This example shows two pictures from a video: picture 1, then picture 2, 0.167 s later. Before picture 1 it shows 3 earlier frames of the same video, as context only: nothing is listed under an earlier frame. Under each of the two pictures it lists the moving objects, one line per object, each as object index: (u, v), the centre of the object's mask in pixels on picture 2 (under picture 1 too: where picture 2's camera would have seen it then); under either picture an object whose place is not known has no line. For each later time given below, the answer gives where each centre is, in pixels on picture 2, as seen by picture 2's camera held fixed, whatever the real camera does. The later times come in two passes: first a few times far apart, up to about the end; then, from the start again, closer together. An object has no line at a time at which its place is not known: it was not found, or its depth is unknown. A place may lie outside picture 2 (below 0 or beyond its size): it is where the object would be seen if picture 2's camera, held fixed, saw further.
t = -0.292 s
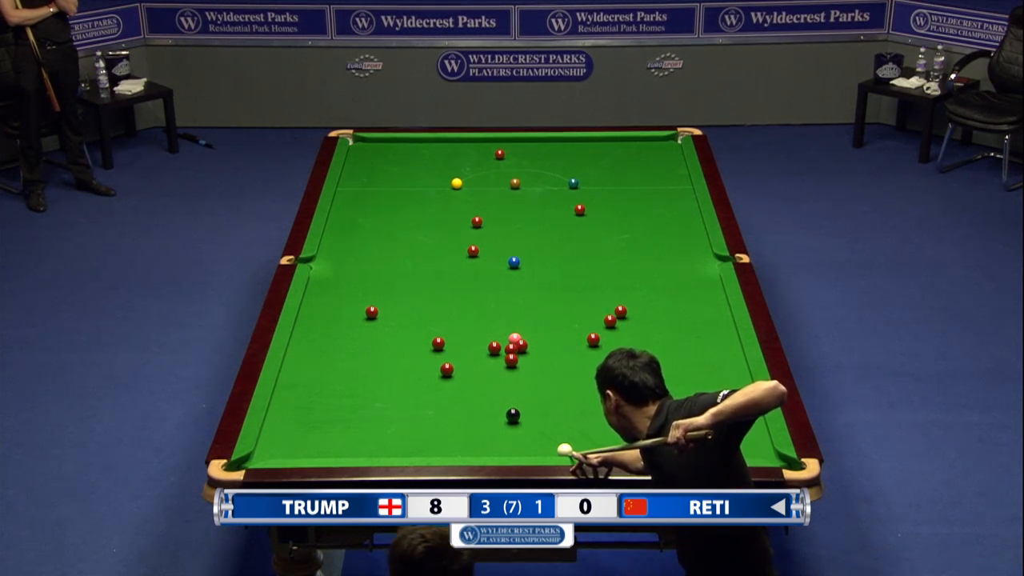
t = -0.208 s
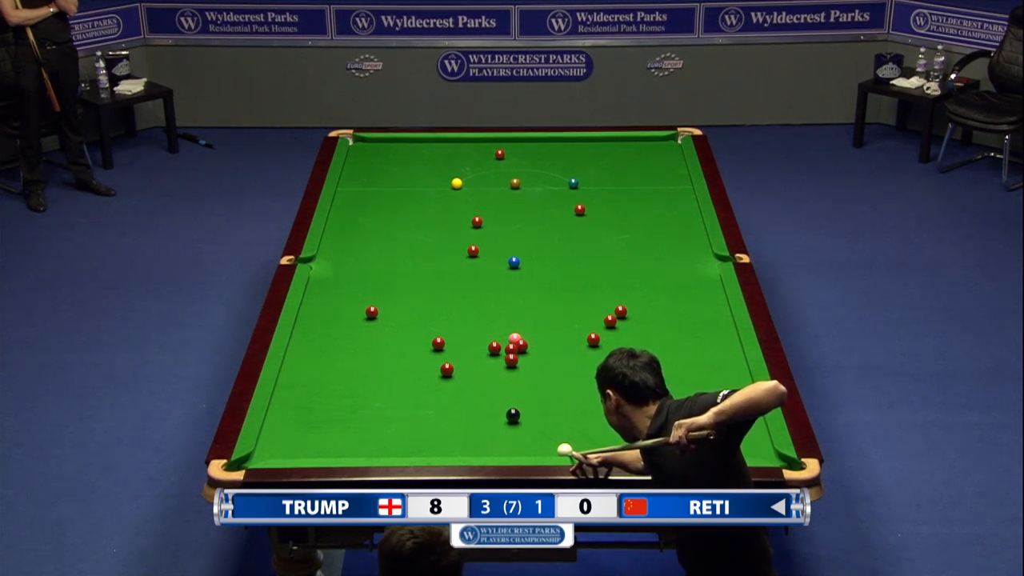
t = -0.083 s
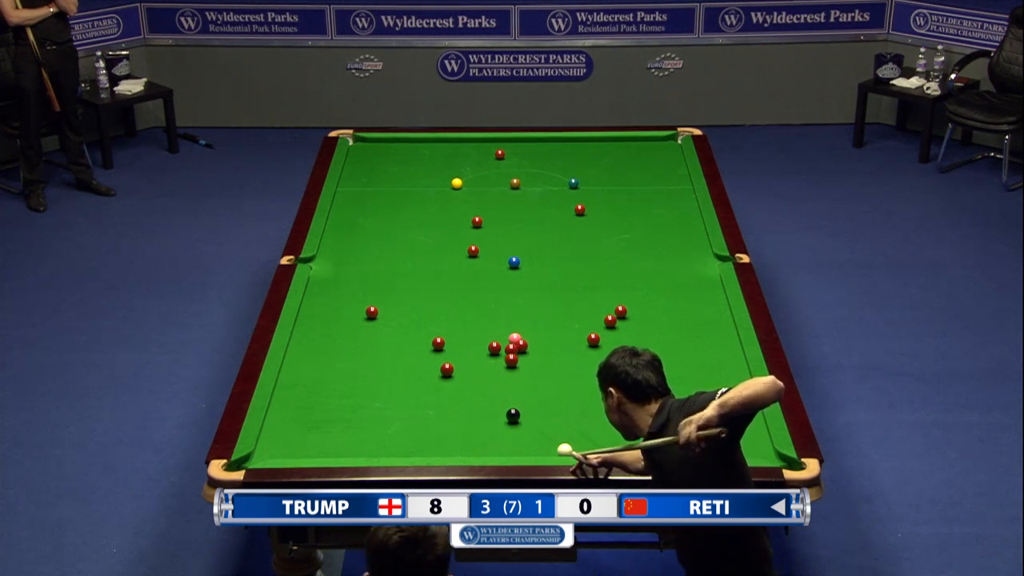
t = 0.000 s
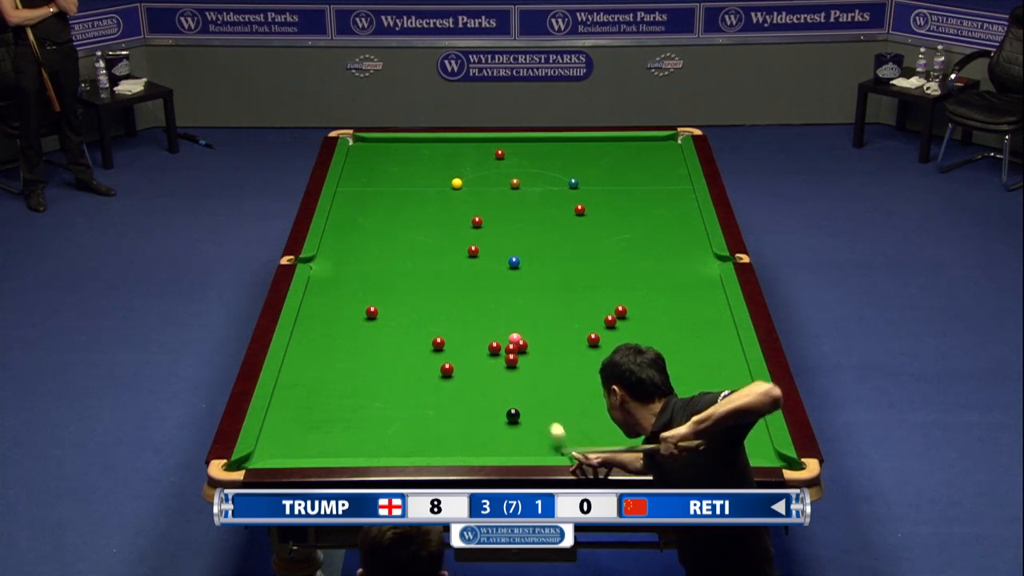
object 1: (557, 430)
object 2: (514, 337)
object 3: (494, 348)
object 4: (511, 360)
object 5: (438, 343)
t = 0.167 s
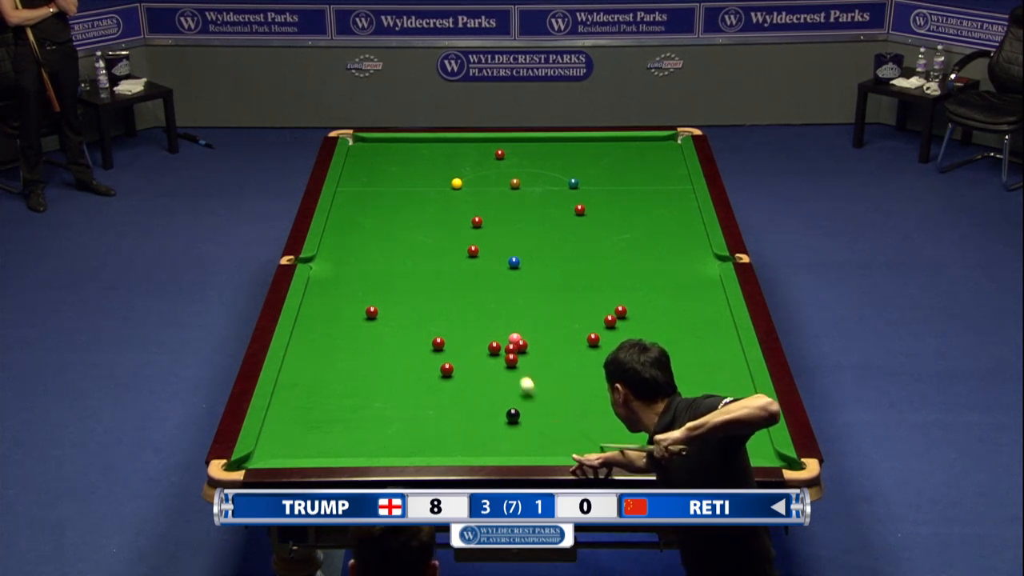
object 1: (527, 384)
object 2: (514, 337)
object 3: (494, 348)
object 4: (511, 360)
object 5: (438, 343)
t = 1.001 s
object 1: (488, 385)
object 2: (550, 316)
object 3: (434, 350)
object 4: (450, 344)
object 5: (411, 339)
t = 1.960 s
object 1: (466, 411)
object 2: (588, 291)
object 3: (406, 357)
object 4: (389, 332)
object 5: (361, 330)
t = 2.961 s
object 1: (448, 430)
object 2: (601, 277)
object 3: (392, 360)
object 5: (327, 325)
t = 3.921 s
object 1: (438, 440)
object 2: (571, 280)
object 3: (392, 360)
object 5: (308, 323)
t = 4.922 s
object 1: (436, 442)
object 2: (555, 281)
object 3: (392, 360)
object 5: (305, 322)
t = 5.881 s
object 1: (436, 442)
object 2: (553, 282)
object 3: (392, 360)
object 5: (305, 322)
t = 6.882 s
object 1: (436, 442)
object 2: (553, 282)
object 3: (392, 360)
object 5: (306, 322)
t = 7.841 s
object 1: (436, 442)
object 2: (553, 282)
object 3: (392, 360)
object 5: (305, 322)
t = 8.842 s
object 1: (436, 443)
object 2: (553, 282)
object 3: (392, 360)
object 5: (305, 322)
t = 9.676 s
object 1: (436, 443)
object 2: (553, 282)
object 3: (392, 360)
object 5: (305, 322)
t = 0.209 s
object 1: (520, 374)
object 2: (514, 337)
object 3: (494, 348)
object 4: (511, 360)
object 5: (438, 343)
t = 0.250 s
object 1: (514, 366)
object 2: (514, 337)
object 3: (494, 348)
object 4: (510, 357)
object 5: (438, 343)
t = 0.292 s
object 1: (511, 365)
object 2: (515, 338)
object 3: (494, 348)
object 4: (507, 354)
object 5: (438, 343)
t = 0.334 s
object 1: (509, 366)
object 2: (516, 338)
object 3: (487, 347)
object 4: (503, 354)
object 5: (438, 343)
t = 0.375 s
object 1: (507, 366)
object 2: (518, 337)
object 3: (480, 347)
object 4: (499, 354)
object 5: (438, 343)
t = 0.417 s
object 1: (505, 367)
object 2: (520, 335)
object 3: (474, 347)
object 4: (496, 354)
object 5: (438, 343)
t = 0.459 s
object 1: (504, 368)
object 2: (523, 334)
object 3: (469, 347)
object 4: (492, 353)
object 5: (438, 343)
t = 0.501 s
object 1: (503, 369)
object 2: (525, 332)
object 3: (464, 346)
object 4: (489, 352)
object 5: (438, 343)
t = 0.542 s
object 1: (501, 371)
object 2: (527, 331)
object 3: (458, 346)
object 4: (486, 352)
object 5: (438, 343)
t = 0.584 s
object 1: (500, 372)
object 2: (530, 330)
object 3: (453, 346)
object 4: (482, 351)
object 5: (438, 343)
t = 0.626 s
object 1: (499, 373)
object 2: (532, 328)
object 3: (449, 346)
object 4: (479, 350)
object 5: (436, 343)
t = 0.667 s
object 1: (498, 375)
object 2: (534, 327)
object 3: (448, 347)
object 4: (475, 349)
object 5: (432, 342)
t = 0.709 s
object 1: (497, 376)
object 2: (536, 325)
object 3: (446, 347)
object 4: (472, 349)
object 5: (430, 342)
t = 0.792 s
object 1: (494, 379)
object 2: (540, 323)
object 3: (443, 348)
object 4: (466, 348)
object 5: (424, 341)
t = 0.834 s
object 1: (493, 380)
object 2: (542, 321)
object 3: (441, 348)
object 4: (462, 347)
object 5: (421, 340)
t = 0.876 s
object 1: (492, 381)
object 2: (544, 320)
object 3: (439, 349)
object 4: (459, 346)
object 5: (419, 340)
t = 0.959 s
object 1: (489, 384)
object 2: (548, 317)
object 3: (436, 349)
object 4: (453, 345)
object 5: (414, 339)
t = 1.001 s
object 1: (488, 385)
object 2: (550, 316)
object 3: (434, 350)
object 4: (450, 344)
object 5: (411, 339)
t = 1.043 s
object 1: (487, 386)
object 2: (552, 315)
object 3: (433, 350)
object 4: (447, 344)
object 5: (409, 338)
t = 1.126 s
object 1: (485, 388)
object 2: (556, 312)
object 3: (429, 351)
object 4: (441, 343)
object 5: (403, 337)
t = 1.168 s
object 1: (484, 390)
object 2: (557, 311)
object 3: (428, 351)
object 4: (438, 342)
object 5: (401, 337)
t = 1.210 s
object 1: (483, 391)
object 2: (559, 310)
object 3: (427, 352)
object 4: (436, 341)
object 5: (399, 336)
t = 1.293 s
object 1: (481, 394)
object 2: (563, 307)
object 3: (424, 352)
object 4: (430, 340)
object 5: (394, 336)
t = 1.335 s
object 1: (480, 395)
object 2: (565, 306)
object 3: (423, 353)
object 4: (427, 339)
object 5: (392, 335)
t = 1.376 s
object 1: (479, 396)
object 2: (566, 305)
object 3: (422, 353)
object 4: (424, 339)
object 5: (390, 335)
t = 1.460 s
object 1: (477, 398)
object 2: (570, 303)
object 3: (419, 354)
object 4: (419, 338)
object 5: (385, 334)
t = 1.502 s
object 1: (476, 399)
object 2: (571, 302)
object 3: (418, 354)
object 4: (416, 337)
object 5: (383, 334)
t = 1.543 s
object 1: (475, 400)
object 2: (573, 301)
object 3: (417, 354)
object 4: (414, 337)
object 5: (381, 333)
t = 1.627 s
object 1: (473, 402)
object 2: (576, 299)
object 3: (414, 355)
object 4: (409, 336)
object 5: (377, 333)
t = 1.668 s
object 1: (472, 403)
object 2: (578, 297)
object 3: (413, 355)
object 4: (406, 335)
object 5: (375, 332)
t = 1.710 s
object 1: (471, 404)
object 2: (579, 296)
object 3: (412, 356)
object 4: (404, 335)
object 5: (373, 332)
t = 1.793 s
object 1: (469, 407)
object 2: (582, 294)
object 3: (410, 356)
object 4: (399, 334)
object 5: (369, 331)
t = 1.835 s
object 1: (468, 408)
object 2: (584, 293)
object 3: (409, 356)
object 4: (396, 333)
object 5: (367, 331)
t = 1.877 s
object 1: (467, 409)
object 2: (585, 293)
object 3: (408, 357)
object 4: (394, 333)
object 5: (365, 331)
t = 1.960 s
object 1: (466, 411)
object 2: (588, 291)
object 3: (406, 357)
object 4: (389, 332)
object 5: (361, 330)
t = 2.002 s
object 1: (465, 411)
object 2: (589, 289)
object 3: (405, 357)
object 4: (387, 332)
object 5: (359, 330)
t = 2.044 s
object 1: (464, 412)
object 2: (591, 289)
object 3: (404, 357)
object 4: (385, 331)
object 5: (358, 330)
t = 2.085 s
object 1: (463, 414)
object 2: (592, 288)
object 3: (403, 358)
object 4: (383, 331)
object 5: (356, 329)
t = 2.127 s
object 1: (462, 414)
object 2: (594, 287)
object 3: (403, 358)
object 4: (381, 331)
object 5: (354, 329)
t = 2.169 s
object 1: (461, 415)
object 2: (595, 286)
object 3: (402, 358)
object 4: (378, 330)
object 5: (353, 329)
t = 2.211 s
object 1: (461, 416)
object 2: (596, 285)
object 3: (401, 358)
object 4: (376, 330)
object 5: (351, 329)
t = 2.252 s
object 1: (460, 417)
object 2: (597, 284)
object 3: (400, 358)
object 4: (374, 329)
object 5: (349, 328)
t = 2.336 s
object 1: (458, 419)
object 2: (600, 283)
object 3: (399, 359)
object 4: (370, 329)
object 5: (346, 328)
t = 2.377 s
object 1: (457, 420)
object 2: (601, 282)
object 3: (398, 359)
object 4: (368, 328)
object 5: (345, 328)
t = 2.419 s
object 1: (457, 420)
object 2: (602, 281)
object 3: (398, 359)
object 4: (366, 328)
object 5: (343, 327)
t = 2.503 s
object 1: (455, 422)
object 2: (605, 280)
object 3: (396, 359)
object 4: (363, 327)
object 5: (340, 327)
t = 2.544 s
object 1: (454, 423)
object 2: (606, 279)
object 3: (396, 359)
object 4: (361, 326)
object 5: (339, 327)
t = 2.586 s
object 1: (454, 424)
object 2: (607, 278)
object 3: (395, 360)
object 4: (359, 326)
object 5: (337, 327)
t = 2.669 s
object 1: (452, 425)
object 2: (609, 277)
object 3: (395, 360)
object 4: (355, 326)
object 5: (335, 326)
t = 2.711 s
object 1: (452, 426)
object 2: (610, 276)
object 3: (394, 360)
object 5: (334, 326)
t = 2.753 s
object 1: (451, 426)
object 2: (610, 275)
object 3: (394, 360)
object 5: (332, 326)
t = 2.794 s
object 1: (450, 427)
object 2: (608, 276)
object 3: (393, 360)
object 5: (331, 326)
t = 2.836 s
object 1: (450, 428)
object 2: (606, 276)
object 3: (393, 360)
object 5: (330, 326)
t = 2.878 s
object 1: (449, 428)
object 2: (604, 277)
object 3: (393, 360)
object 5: (329, 325)
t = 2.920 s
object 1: (449, 429)
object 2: (603, 277)
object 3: (393, 360)
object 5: (328, 325)
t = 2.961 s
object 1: (448, 430)
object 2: (601, 277)
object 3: (392, 360)
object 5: (327, 325)
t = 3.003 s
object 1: (447, 430)
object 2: (599, 277)
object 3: (392, 360)
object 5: (325, 325)
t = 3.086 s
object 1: (446, 431)
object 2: (596, 277)
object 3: (392, 360)
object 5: (323, 324)
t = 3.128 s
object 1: (446, 432)
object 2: (595, 277)
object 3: (392, 360)
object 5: (322, 324)
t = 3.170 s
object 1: (445, 432)
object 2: (593, 278)
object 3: (392, 360)
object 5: (322, 324)
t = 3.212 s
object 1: (445, 433)
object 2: (591, 278)
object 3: (392, 360)
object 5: (321, 324)
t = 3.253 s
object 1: (444, 434)
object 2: (590, 278)
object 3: (392, 360)
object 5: (320, 324)
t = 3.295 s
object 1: (444, 434)
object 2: (588, 278)
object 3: (392, 360)
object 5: (319, 324)
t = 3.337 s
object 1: (443, 435)
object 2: (587, 278)
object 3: (392, 360)
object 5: (318, 324)
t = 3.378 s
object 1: (443, 435)
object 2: (586, 278)
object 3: (392, 360)
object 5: (317, 324)
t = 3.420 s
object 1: (442, 435)
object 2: (584, 279)
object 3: (392, 360)
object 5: (317, 324)
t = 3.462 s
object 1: (442, 436)
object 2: (583, 279)
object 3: (392, 360)
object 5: (316, 324)
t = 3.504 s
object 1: (441, 437)
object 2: (582, 279)
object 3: (392, 360)
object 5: (315, 324)
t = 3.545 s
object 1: (441, 437)
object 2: (580, 279)
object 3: (392, 360)
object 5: (314, 324)
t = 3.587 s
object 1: (440, 437)
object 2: (580, 279)
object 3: (392, 360)
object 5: (313, 323)
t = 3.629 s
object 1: (440, 438)
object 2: (578, 279)
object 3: (392, 360)
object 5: (313, 323)
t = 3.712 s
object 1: (439, 439)
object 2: (576, 280)
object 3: (392, 360)
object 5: (311, 323)
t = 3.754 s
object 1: (439, 439)
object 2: (575, 280)
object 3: (392, 360)
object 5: (311, 323)
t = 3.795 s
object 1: (439, 439)
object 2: (574, 280)
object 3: (392, 360)
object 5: (310, 323)
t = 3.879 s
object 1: (438, 440)
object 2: (572, 280)
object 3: (392, 360)
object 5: (309, 323)
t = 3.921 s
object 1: (438, 440)
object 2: (571, 280)
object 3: (392, 360)
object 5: (308, 323)
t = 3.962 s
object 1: (438, 440)
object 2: (570, 280)
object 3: (392, 360)
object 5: (308, 323)
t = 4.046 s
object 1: (437, 441)
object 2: (568, 280)
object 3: (392, 360)
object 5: (307, 323)
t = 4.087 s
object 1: (437, 441)
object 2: (567, 280)
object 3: (392, 360)
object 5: (307, 323)
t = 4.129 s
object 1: (436, 441)
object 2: (566, 280)
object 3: (392, 360)
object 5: (306, 322)
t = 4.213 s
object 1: (436, 441)
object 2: (564, 280)
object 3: (392, 360)
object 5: (306, 322)
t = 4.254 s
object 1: (436, 442)
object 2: (563, 280)
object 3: (392, 360)
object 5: (306, 322)
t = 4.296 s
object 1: (436, 442)
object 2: (563, 280)
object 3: (392, 360)
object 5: (305, 322)
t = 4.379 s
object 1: (436, 442)
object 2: (562, 280)
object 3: (392, 360)
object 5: (305, 322)
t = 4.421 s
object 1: (436, 442)
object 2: (561, 280)
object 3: (392, 360)
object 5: (305, 322)
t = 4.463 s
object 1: (436, 442)
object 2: (560, 281)
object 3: (392, 360)
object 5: (305, 322)
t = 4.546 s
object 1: (436, 442)
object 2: (559, 281)
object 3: (392, 360)
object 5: (305, 322)
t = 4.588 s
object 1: (436, 442)
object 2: (558, 281)
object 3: (392, 360)
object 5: (305, 322)
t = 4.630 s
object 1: (436, 442)
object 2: (558, 281)
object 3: (392, 360)
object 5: (305, 322)
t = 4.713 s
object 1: (436, 442)
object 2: (557, 281)
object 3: (392, 360)
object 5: (305, 322)
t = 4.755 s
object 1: (436, 442)
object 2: (556, 281)
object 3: (392, 360)
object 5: (305, 322)
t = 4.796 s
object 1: (436, 442)
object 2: (556, 281)
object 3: (392, 360)
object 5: (305, 322)
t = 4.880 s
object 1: (436, 442)
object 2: (555, 281)
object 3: (392, 360)
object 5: (305, 322)
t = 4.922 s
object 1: (436, 442)
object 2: (555, 281)
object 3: (392, 360)
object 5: (305, 322)
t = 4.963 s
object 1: (436, 442)
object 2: (555, 281)
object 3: (392, 360)
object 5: (305, 322)
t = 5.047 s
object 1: (436, 442)
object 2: (554, 281)
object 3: (392, 360)
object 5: (305, 322)
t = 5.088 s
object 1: (436, 442)
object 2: (554, 281)
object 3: (392, 360)
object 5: (305, 322)
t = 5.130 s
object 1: (436, 442)
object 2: (554, 281)
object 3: (392, 360)
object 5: (305, 322)
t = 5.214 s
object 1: (436, 442)
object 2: (553, 281)
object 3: (392, 360)
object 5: (305, 322)
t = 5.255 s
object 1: (436, 442)
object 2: (553, 281)
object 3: (392, 360)
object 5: (305, 322)
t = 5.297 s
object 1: (436, 442)
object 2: (553, 281)
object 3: (392, 360)
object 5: (305, 322)
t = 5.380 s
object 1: (436, 442)
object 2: (553, 281)
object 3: (392, 360)
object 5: (305, 322)
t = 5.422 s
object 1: (436, 442)
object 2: (553, 281)
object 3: (392, 360)
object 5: (305, 322)
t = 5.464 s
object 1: (436, 442)
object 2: (553, 281)
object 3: (392, 360)
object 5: (305, 322)
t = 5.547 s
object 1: (436, 442)
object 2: (553, 281)
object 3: (392, 360)
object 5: (305, 322)
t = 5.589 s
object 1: (436, 442)
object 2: (553, 281)
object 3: (392, 360)
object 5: (305, 322)
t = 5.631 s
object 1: (436, 442)
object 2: (553, 281)
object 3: (392, 360)
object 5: (305, 322)
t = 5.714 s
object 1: (436, 442)
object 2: (553, 281)
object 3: (392, 360)
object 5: (305, 322)
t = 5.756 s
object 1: (436, 442)
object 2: (553, 281)
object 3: (392, 360)
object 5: (305, 322)
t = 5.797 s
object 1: (436, 442)
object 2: (553, 281)
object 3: (392, 360)
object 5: (305, 322)
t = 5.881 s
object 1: (436, 442)
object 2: (553, 282)
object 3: (392, 360)
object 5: (305, 322)
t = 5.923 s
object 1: (436, 442)
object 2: (553, 281)
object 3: (392, 360)
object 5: (305, 322)
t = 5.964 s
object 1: (436, 442)
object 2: (553, 282)
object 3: (392, 360)
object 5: (305, 322)
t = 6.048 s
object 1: (436, 442)
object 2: (553, 282)
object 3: (392, 360)
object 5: (305, 322)
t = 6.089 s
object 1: (436, 442)
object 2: (553, 282)
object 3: (392, 360)
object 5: (305, 322)
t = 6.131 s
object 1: (436, 442)
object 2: (553, 282)
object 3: (392, 360)
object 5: (305, 322)
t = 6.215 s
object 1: (436, 442)
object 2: (553, 282)
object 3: (392, 360)
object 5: (305, 322)
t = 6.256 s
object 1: (436, 442)
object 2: (553, 282)
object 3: (392, 360)
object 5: (305, 322)
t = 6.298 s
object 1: (436, 442)
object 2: (553, 282)
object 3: (392, 360)
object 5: (305, 322)
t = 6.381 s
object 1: (436, 442)
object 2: (553, 282)
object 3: (392, 360)
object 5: (305, 322)
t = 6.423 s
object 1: (436, 442)
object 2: (553, 282)
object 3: (392, 360)
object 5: (305, 322)
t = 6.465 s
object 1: (436, 442)
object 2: (553, 282)
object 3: (392, 360)
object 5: (305, 322)
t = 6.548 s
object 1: (436, 442)
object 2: (553, 282)
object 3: (392, 360)
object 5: (305, 322)
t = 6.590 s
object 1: (436, 442)
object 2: (553, 282)
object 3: (392, 360)
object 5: (305, 322)
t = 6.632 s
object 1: (436, 442)
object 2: (553, 282)
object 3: (392, 360)
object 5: (305, 322)
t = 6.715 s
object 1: (436, 442)
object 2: (553, 282)
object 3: (392, 360)
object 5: (305, 322)
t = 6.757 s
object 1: (436, 442)
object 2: (553, 282)
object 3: (392, 360)
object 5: (306, 322)
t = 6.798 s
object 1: (436, 442)
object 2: (553, 282)
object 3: (392, 360)
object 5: (305, 322)
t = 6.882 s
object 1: (436, 442)
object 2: (553, 282)
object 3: (392, 360)
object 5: (306, 322)
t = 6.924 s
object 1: (436, 442)
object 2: (553, 282)
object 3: (392, 360)
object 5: (305, 322)
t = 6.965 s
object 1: (436, 442)
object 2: (553, 282)
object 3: (392, 360)
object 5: (305, 322)
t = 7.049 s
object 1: (436, 442)
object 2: (553, 282)
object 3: (392, 360)
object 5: (305, 322)
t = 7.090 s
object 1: (436, 442)
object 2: (553, 282)
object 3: (392, 360)
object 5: (305, 322)
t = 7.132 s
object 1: (436, 442)
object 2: (553, 282)
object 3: (392, 360)
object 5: (305, 322)
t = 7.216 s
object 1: (436, 442)
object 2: (553, 282)
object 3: (392, 360)
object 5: (305, 322)
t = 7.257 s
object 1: (436, 442)
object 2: (553, 282)
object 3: (392, 360)
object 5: (305, 322)
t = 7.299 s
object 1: (436, 442)
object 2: (553, 282)
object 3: (392, 360)
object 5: (306, 322)
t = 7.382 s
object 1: (436, 442)
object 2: (553, 282)
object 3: (392, 360)
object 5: (305, 322)
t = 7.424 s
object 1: (436, 442)
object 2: (553, 282)
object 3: (392, 360)
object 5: (305, 322)
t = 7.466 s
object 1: (436, 442)
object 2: (553, 282)
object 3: (392, 360)
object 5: (305, 322)
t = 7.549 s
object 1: (436, 442)
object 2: (553, 282)
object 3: (392, 360)
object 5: (305, 322)
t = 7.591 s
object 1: (436, 442)
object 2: (553, 282)
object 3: (392, 360)
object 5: (305, 322)
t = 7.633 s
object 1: (436, 442)
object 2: (553, 282)
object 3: (392, 360)
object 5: (305, 322)
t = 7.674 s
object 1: (436, 442)
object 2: (553, 282)
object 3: (392, 360)
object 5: (305, 322)
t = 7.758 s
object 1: (436, 443)
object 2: (553, 282)
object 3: (392, 360)
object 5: (305, 322)
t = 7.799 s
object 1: (436, 443)
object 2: (553, 282)
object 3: (392, 360)
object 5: (306, 322)
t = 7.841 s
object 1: (436, 442)
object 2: (553, 282)
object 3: (392, 360)
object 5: (305, 322)
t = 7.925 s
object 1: (436, 443)
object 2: (553, 282)
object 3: (392, 360)
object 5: (305, 322)
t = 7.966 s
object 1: (436, 442)
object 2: (553, 282)
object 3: (392, 360)
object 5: (306, 322)
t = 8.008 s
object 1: (436, 442)
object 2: (553, 282)
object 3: (392, 360)
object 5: (305, 322)
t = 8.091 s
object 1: (436, 442)
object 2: (553, 282)
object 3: (392, 360)
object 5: (305, 322)
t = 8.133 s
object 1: (436, 442)
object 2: (553, 282)
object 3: (392, 360)
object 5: (305, 322)
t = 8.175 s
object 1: (436, 442)
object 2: (553, 282)
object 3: (392, 360)
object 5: (305, 322)
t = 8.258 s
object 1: (436, 443)
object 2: (553, 282)
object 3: (392, 360)
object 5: (305, 322)
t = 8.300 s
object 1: (436, 443)
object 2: (553, 282)
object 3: (392, 360)
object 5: (305, 322)
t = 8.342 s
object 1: (436, 443)
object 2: (553, 282)
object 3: (392, 360)
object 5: (305, 322)
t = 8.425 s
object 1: (436, 443)
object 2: (553, 282)
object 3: (392, 360)
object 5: (305, 322)
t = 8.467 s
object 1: (436, 442)
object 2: (553, 282)
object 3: (392, 360)
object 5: (305, 322)
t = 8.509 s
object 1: (436, 442)
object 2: (553, 282)
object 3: (392, 360)
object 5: (305, 322)
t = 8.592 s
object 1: (436, 442)
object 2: (553, 282)
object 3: (392, 360)
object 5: (305, 322)
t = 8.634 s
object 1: (436, 443)
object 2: (553, 282)
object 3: (392, 360)
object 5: (305, 322)
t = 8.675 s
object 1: (436, 443)
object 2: (553, 282)
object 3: (392, 360)
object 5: (305, 322)
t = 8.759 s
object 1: (436, 442)
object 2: (553, 282)
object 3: (392, 360)
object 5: (305, 322)
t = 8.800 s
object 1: (436, 443)
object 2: (553, 282)
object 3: (392, 360)
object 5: (305, 322)
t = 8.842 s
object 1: (436, 443)
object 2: (553, 282)
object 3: (392, 360)
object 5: (305, 322)
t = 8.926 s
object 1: (436, 442)
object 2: (553, 282)
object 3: (392, 360)
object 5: (305, 322)
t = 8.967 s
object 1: (436, 442)
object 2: (553, 282)
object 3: (392, 360)
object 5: (305, 322)
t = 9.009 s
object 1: (436, 442)
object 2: (553, 282)
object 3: (392, 360)
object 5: (305, 322)
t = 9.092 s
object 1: (436, 442)
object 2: (553, 282)
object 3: (392, 360)
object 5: (305, 322)
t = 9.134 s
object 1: (436, 442)
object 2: (553, 282)
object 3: (392, 360)
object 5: (305, 322)
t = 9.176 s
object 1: (436, 442)
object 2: (553, 282)
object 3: (392, 360)
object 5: (305, 322)
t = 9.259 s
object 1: (436, 442)
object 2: (553, 282)
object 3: (392, 360)
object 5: (305, 322)
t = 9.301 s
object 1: (436, 442)
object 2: (553, 282)
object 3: (392, 360)
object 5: (305, 322)
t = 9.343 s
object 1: (436, 443)
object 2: (553, 282)
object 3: (392, 360)
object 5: (305, 322)
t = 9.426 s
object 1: (436, 443)
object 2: (553, 282)
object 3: (392, 360)
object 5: (306, 322)
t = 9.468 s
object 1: (436, 443)
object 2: (553, 282)
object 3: (392, 360)
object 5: (306, 322)
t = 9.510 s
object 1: (436, 443)
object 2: (553, 282)
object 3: (392, 360)
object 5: (305, 322)
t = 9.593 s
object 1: (436, 443)
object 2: (553, 282)
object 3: (392, 360)
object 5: (305, 322)
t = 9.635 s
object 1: (436, 443)
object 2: (553, 282)
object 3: (392, 360)
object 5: (305, 322)
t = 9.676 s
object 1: (436, 443)
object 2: (553, 282)
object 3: (392, 360)
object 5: (305, 322)
